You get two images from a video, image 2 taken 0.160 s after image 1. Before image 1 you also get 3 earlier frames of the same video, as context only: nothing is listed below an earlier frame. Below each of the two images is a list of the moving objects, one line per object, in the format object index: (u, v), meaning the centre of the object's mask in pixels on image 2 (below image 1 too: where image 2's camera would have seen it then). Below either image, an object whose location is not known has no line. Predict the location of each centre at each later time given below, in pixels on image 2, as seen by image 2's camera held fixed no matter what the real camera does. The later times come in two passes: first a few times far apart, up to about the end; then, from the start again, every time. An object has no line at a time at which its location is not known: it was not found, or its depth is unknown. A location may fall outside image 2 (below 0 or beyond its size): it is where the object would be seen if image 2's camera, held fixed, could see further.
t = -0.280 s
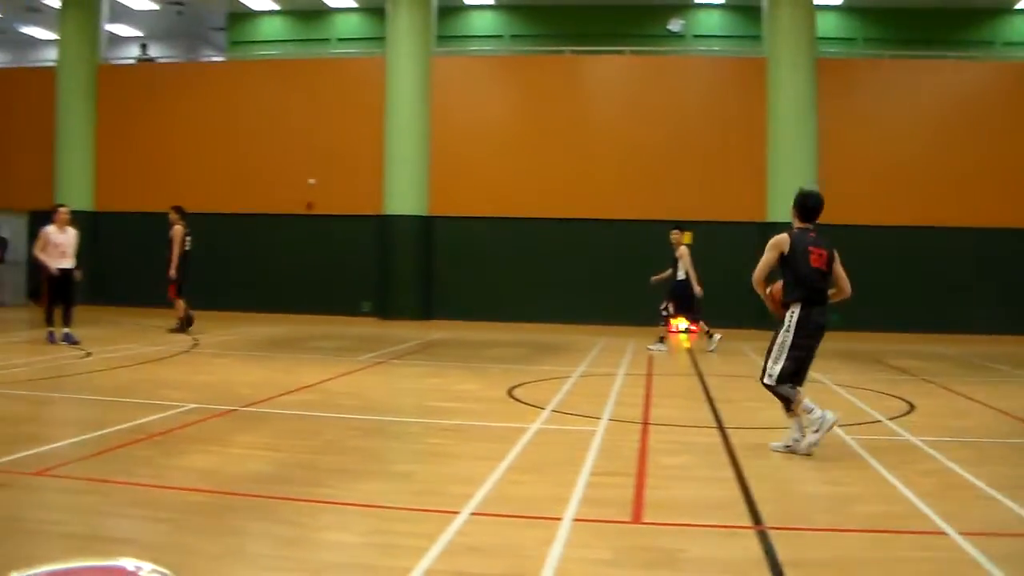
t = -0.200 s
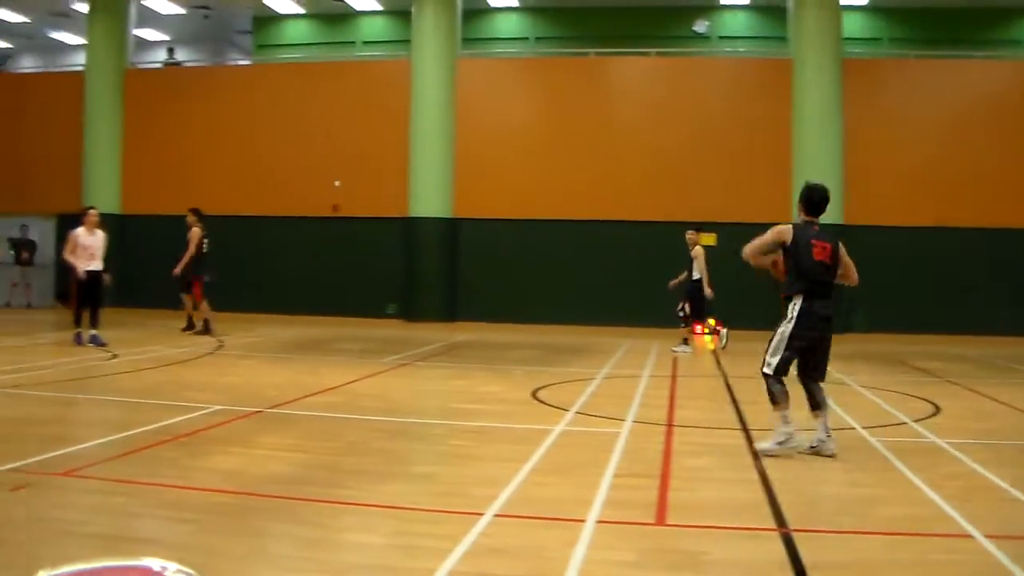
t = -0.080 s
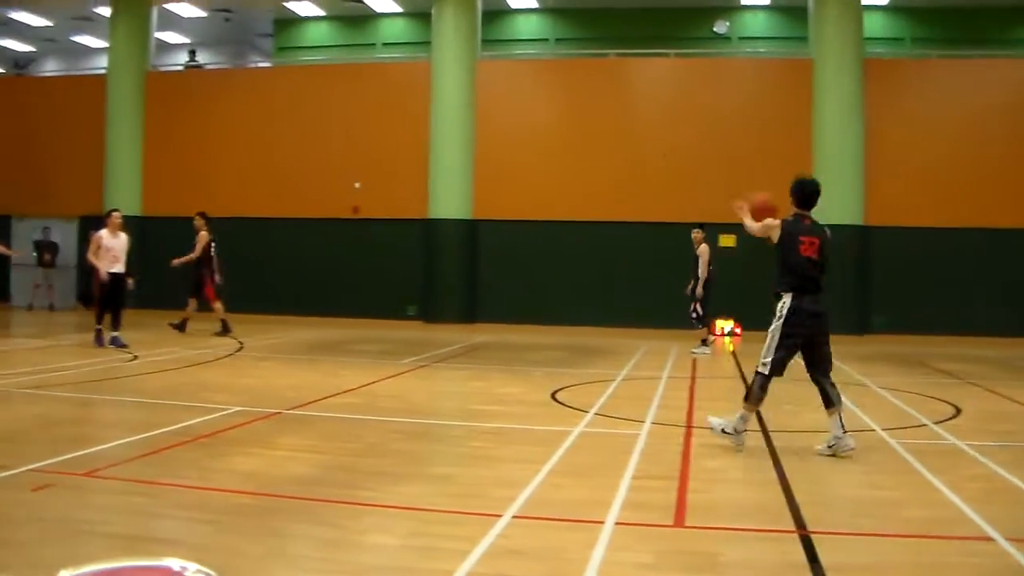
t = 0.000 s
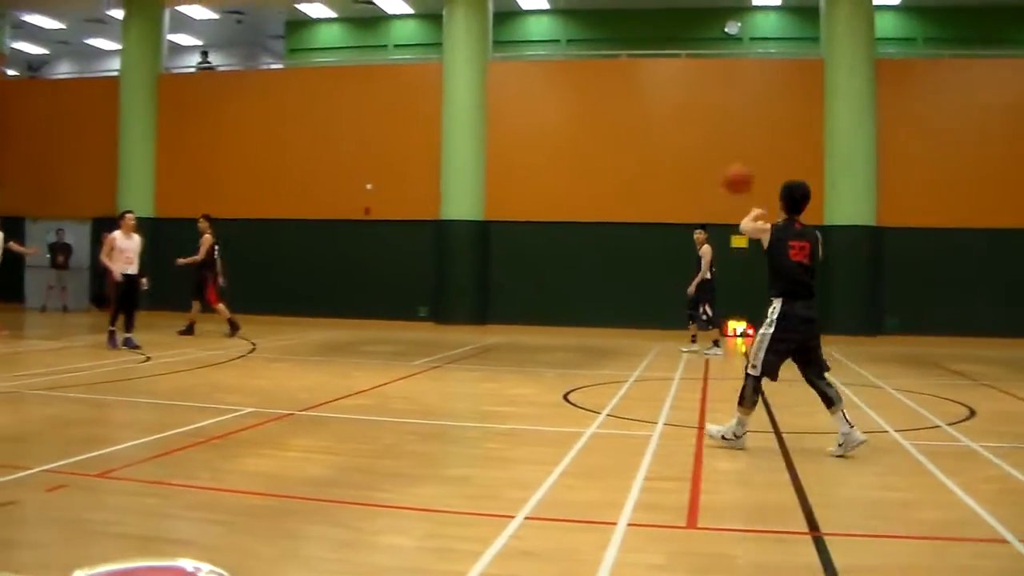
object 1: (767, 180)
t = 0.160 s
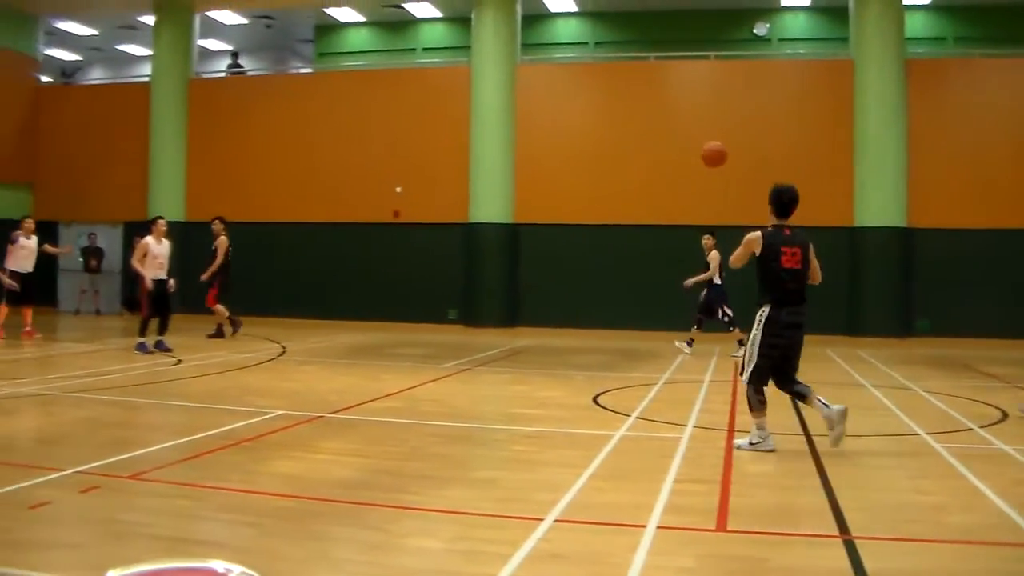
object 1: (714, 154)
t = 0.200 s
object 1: (703, 153)
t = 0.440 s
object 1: (651, 173)
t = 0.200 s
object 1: (703, 153)
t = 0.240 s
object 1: (693, 152)
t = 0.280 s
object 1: (683, 154)
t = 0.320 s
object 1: (674, 157)
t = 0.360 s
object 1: (666, 162)
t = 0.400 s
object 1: (658, 166)
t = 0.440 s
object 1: (651, 173)
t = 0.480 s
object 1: (645, 179)
